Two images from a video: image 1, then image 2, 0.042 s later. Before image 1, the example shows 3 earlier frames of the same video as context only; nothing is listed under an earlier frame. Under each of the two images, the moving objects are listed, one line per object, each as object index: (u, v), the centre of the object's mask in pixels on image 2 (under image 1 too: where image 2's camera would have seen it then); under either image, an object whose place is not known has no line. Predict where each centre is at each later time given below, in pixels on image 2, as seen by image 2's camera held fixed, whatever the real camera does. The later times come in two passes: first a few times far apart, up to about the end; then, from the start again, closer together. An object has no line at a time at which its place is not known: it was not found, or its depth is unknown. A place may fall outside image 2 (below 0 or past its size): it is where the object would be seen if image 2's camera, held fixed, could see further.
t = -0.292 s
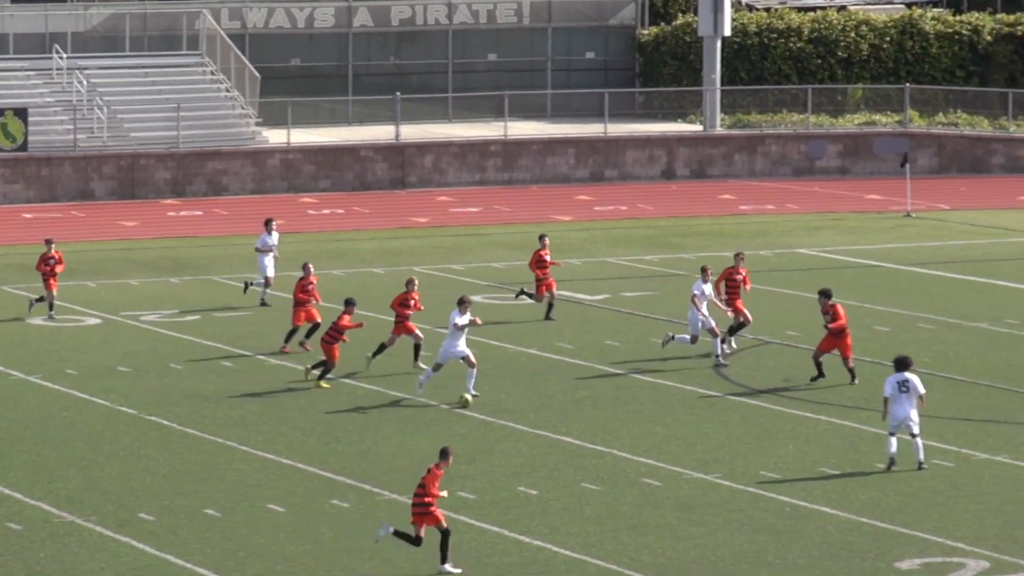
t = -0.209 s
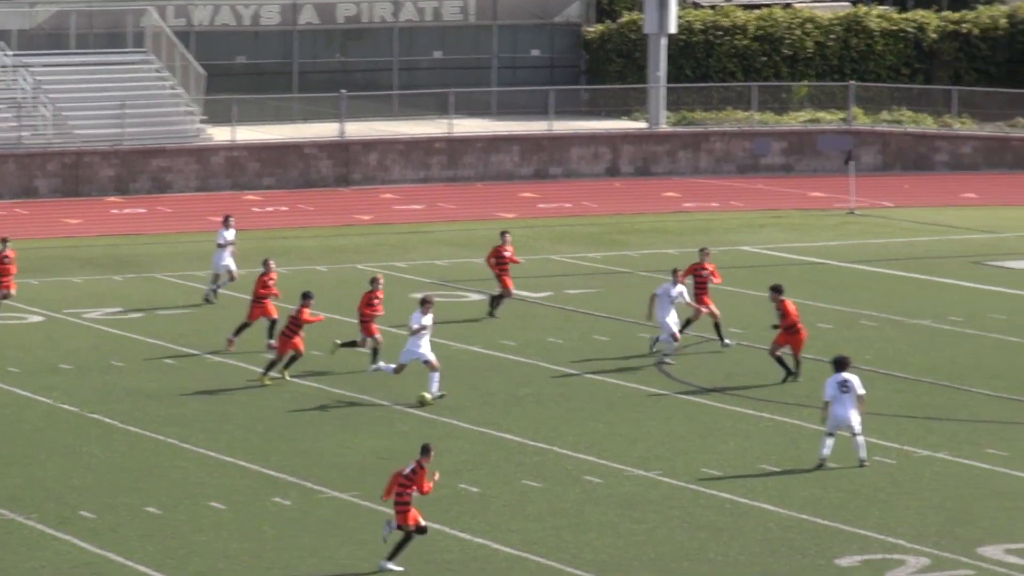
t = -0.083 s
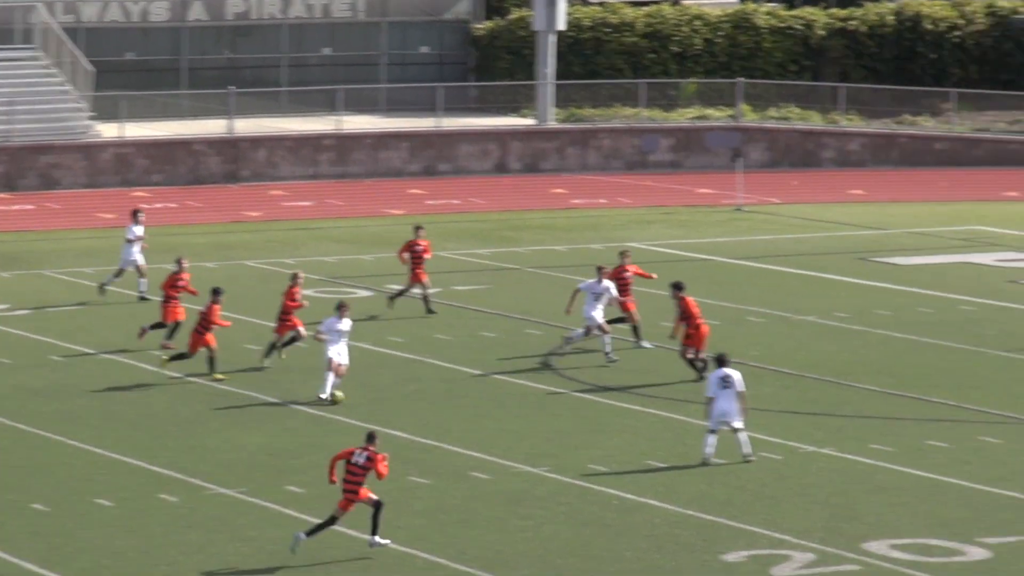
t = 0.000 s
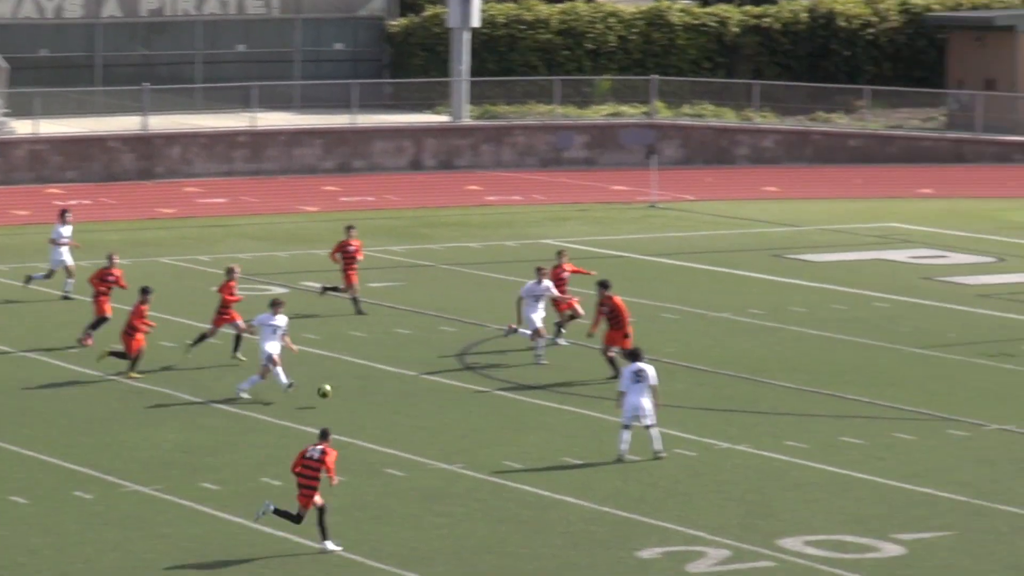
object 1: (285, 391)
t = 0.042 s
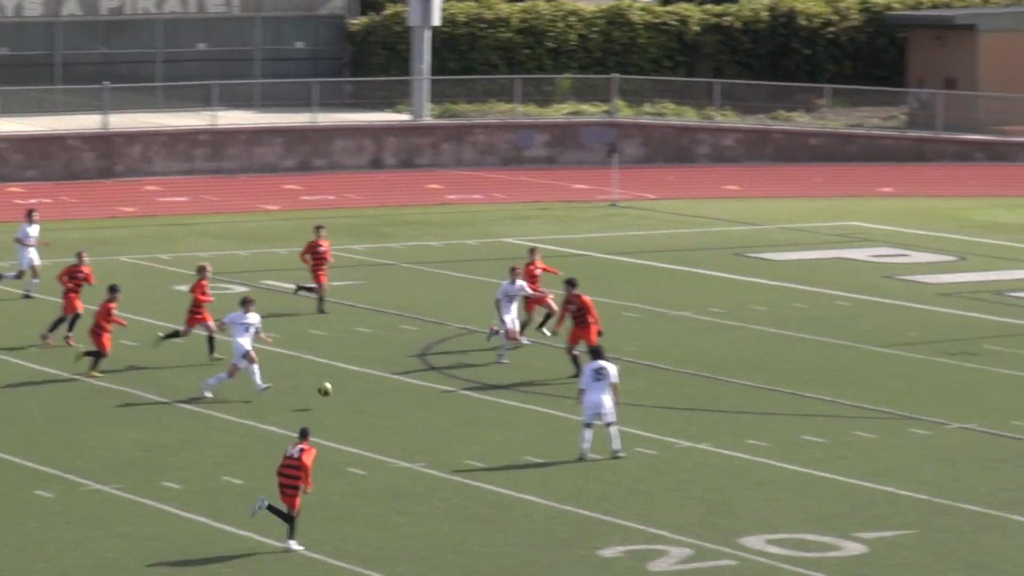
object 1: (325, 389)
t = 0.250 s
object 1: (520, 407)
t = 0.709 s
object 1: (873, 428)
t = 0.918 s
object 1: (1021, 448)
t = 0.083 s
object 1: (364, 390)
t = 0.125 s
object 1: (403, 392)
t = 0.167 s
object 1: (442, 396)
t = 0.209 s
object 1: (481, 401)
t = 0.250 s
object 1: (520, 407)
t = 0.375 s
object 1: (622, 411)
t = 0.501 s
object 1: (718, 417)
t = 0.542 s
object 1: (750, 423)
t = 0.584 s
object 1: (781, 429)
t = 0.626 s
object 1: (812, 431)
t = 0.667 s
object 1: (842, 429)
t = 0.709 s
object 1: (873, 428)
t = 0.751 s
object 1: (903, 429)
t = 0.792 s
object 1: (932, 431)
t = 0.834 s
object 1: (962, 435)
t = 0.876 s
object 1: (992, 440)
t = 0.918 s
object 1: (1021, 448)
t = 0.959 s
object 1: (1050, 447)
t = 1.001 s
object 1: (1080, 444)
